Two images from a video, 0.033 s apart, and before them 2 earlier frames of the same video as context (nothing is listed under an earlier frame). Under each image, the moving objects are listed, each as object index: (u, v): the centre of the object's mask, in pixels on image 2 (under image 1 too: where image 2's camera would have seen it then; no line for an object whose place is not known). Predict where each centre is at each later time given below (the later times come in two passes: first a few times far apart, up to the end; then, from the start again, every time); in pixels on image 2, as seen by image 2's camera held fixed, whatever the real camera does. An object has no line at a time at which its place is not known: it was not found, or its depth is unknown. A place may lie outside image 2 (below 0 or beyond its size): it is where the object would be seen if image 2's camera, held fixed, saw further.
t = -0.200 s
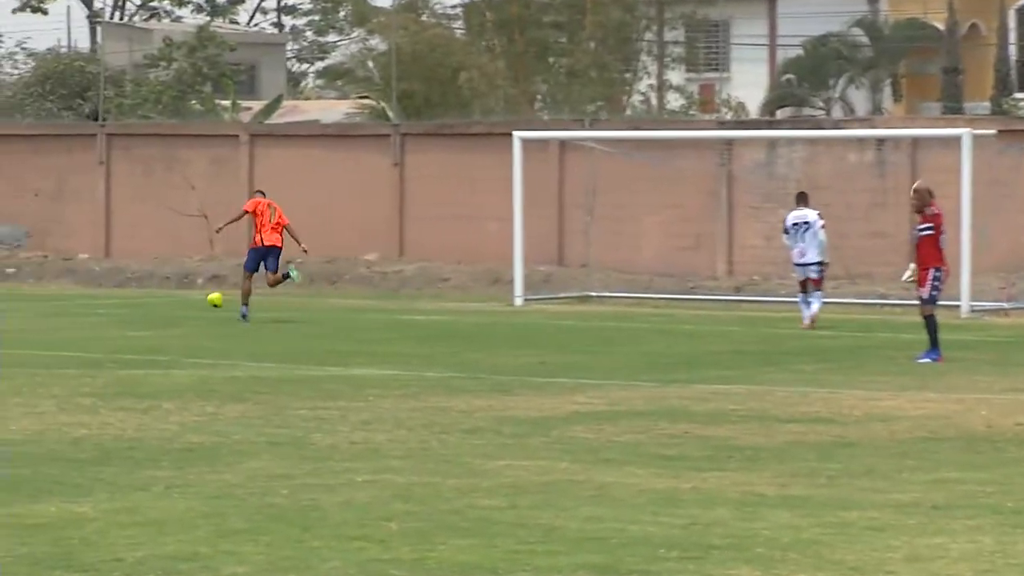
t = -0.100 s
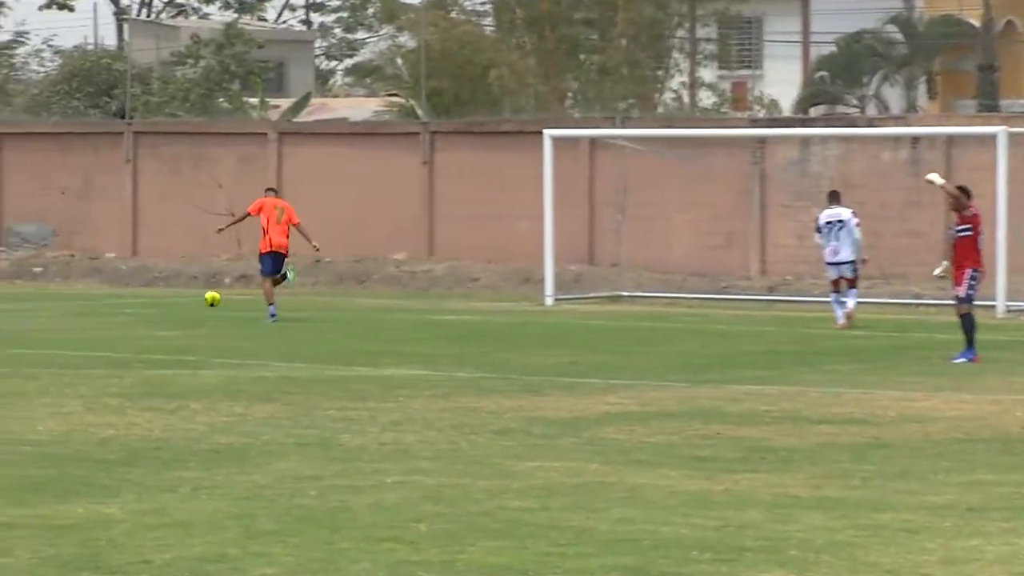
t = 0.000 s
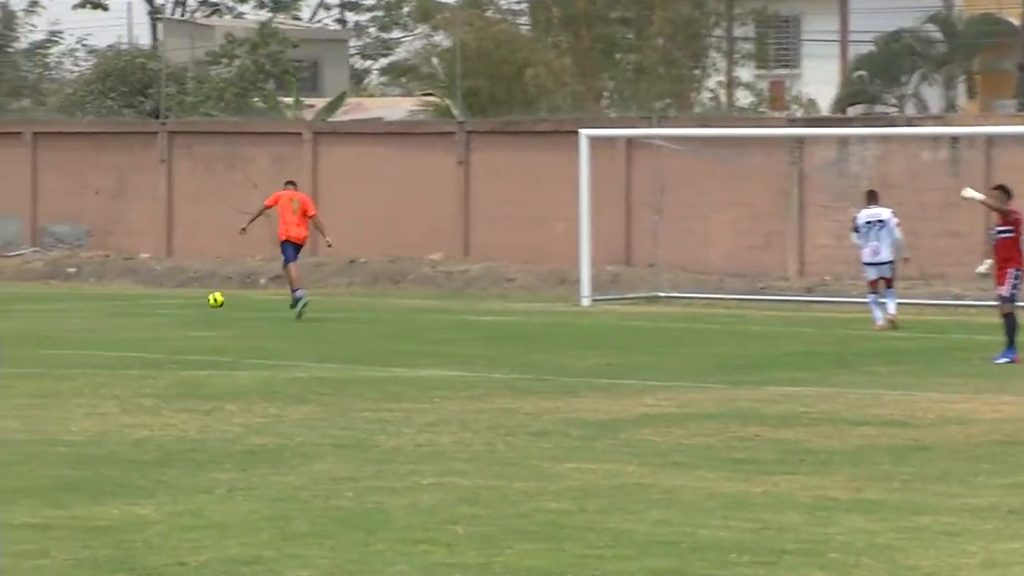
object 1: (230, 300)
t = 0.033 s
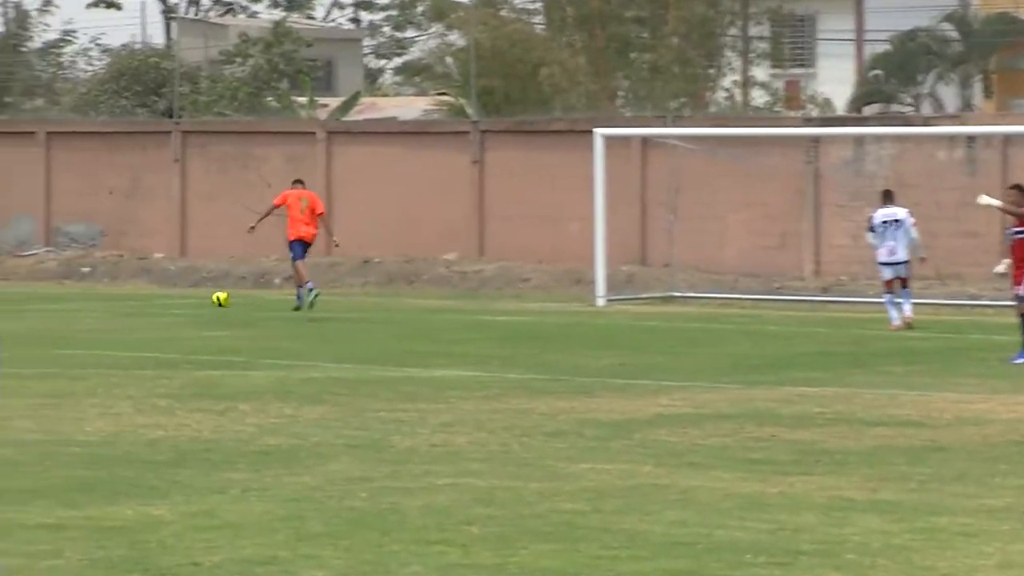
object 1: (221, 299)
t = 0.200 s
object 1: (169, 298)
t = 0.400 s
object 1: (110, 299)
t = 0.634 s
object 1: (45, 299)
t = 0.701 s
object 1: (26, 298)
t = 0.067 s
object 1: (209, 297)
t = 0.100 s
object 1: (199, 297)
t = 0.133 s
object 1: (189, 298)
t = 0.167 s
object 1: (179, 299)
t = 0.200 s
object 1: (169, 298)
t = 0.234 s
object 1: (159, 298)
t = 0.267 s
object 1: (149, 299)
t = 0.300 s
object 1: (140, 299)
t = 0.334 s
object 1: (130, 299)
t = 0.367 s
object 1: (120, 299)
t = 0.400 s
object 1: (110, 299)
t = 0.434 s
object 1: (101, 300)
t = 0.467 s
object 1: (91, 300)
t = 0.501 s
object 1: (81, 300)
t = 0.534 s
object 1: (72, 300)
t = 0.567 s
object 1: (63, 300)
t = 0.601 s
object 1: (54, 300)
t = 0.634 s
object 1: (45, 299)
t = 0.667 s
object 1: (36, 299)
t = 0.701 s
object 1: (26, 298)
